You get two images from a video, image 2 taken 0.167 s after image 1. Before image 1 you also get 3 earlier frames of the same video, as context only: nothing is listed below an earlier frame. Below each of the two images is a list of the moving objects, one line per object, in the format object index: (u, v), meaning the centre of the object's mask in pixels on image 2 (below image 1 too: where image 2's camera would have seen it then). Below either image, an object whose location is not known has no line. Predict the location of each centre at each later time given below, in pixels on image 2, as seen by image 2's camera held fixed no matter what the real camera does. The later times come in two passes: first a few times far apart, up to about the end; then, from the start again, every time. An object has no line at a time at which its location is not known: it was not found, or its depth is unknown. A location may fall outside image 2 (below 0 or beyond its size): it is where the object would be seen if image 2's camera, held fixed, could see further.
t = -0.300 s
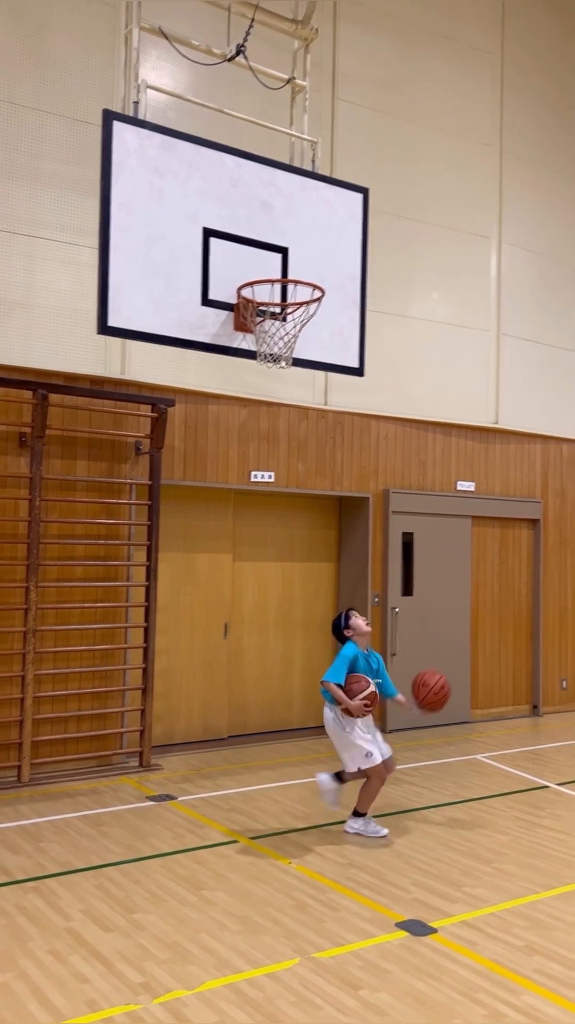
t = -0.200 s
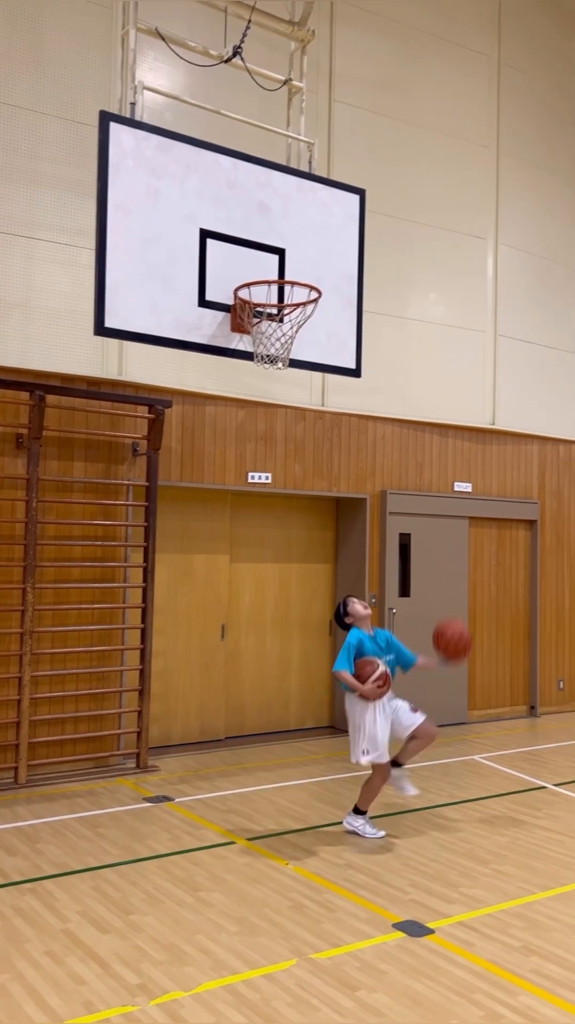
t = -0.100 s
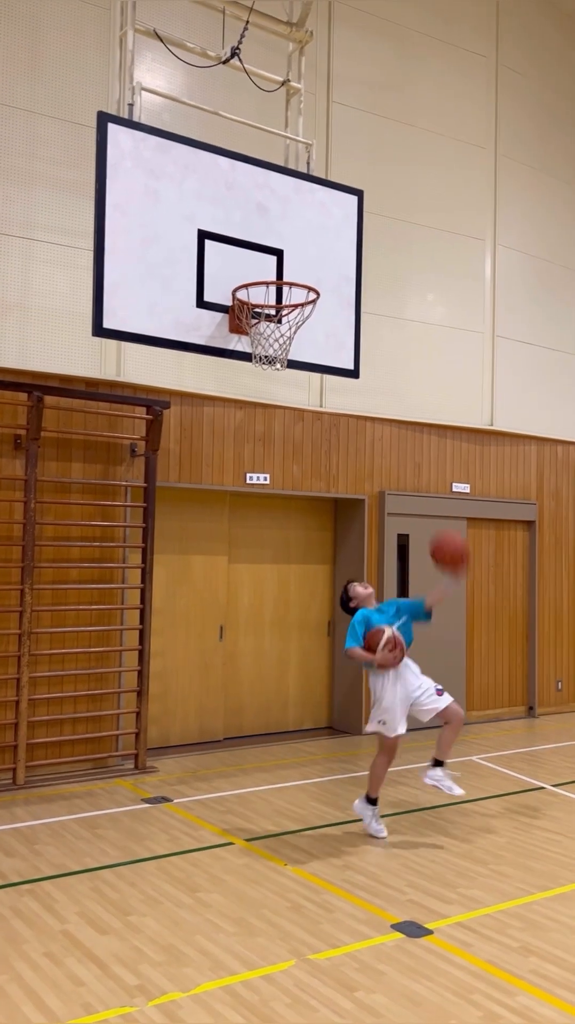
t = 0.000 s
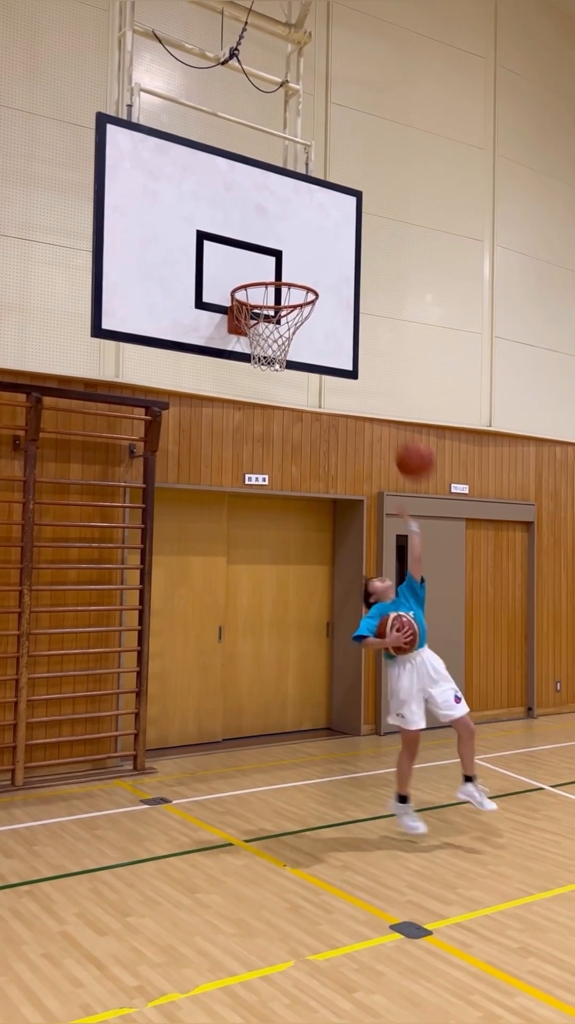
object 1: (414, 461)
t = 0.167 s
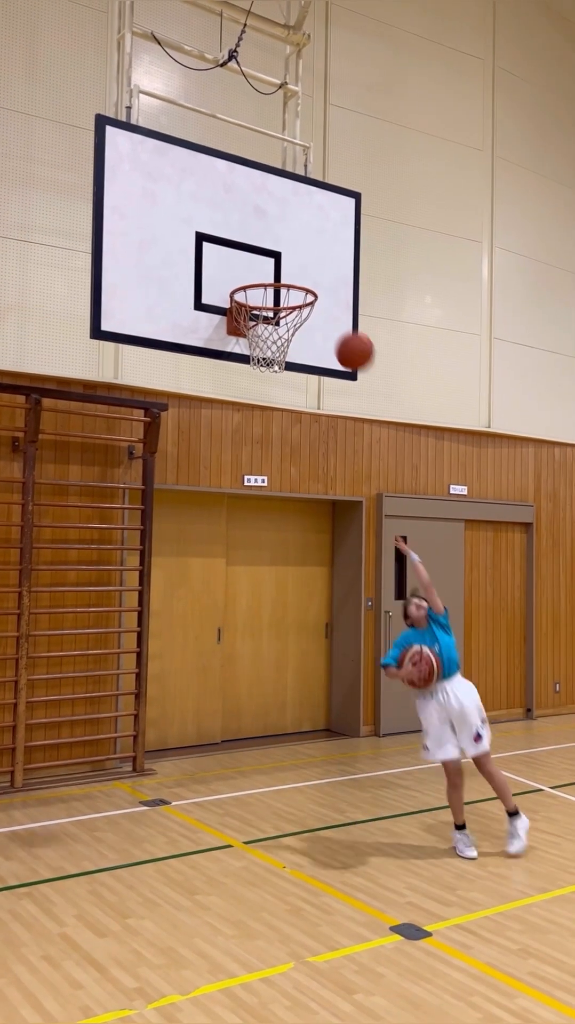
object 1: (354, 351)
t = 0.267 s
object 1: (321, 309)
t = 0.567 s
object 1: (276, 294)
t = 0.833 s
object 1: (275, 340)
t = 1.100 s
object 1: (266, 446)
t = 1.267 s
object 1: (259, 565)
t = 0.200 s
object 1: (343, 335)
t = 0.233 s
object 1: (331, 321)
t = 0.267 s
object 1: (321, 309)
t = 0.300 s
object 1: (309, 299)
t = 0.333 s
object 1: (298, 291)
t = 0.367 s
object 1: (287, 285)
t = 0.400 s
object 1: (281, 281)
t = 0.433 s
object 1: (280, 280)
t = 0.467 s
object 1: (279, 281)
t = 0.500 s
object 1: (278, 283)
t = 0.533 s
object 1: (277, 288)
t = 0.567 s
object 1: (276, 294)
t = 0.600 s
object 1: (274, 304)
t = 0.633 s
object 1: (274, 313)
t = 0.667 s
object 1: (274, 324)
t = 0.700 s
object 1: (276, 328)
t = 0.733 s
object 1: (277, 328)
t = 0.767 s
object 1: (276, 330)
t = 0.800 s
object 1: (276, 334)
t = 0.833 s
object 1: (275, 340)
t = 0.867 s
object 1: (274, 347)
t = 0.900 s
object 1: (272, 355)
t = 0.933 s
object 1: (272, 366)
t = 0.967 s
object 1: (271, 380)
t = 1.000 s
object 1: (269, 393)
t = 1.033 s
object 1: (268, 409)
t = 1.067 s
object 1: (267, 427)
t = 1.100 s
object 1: (266, 446)
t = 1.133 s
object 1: (265, 465)
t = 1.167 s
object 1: (263, 489)
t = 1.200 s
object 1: (261, 513)
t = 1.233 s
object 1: (261, 538)
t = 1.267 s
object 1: (259, 565)
